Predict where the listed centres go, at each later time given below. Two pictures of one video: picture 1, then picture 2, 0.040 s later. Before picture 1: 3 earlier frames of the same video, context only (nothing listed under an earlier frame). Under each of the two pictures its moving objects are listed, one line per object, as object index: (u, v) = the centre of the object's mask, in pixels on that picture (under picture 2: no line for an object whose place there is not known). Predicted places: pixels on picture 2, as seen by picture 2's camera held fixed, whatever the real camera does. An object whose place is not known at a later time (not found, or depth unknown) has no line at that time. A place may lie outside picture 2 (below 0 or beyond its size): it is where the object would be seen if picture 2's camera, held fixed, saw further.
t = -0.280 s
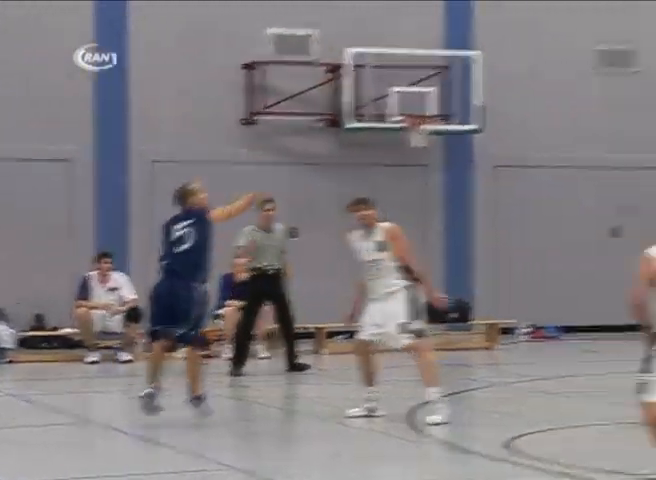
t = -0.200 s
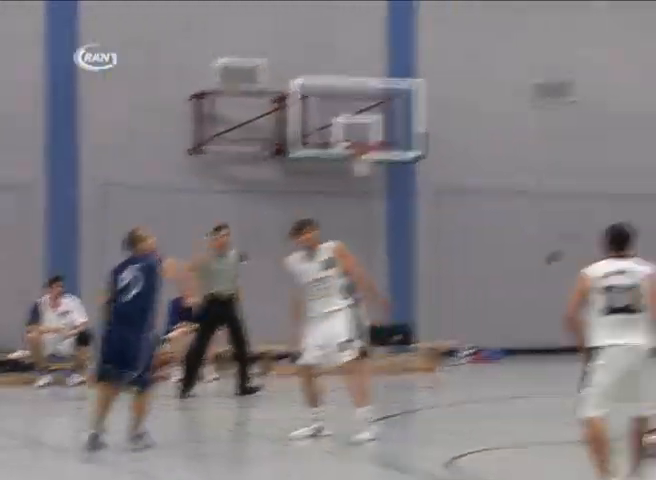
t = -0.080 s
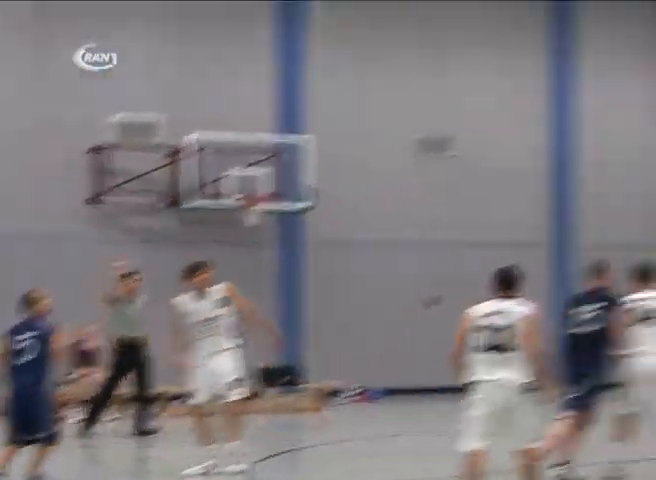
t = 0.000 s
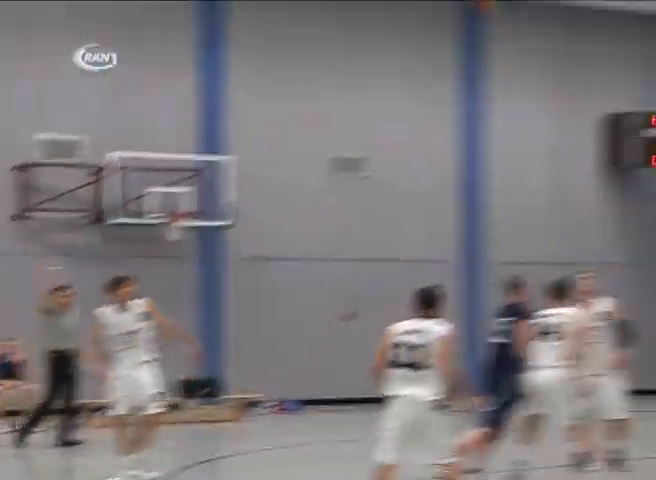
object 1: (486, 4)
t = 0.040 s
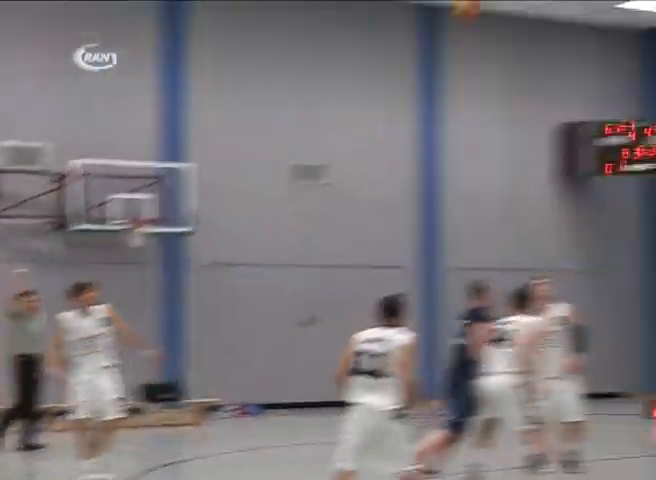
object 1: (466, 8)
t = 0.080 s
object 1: (492, 8)
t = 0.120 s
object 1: (517, 12)
